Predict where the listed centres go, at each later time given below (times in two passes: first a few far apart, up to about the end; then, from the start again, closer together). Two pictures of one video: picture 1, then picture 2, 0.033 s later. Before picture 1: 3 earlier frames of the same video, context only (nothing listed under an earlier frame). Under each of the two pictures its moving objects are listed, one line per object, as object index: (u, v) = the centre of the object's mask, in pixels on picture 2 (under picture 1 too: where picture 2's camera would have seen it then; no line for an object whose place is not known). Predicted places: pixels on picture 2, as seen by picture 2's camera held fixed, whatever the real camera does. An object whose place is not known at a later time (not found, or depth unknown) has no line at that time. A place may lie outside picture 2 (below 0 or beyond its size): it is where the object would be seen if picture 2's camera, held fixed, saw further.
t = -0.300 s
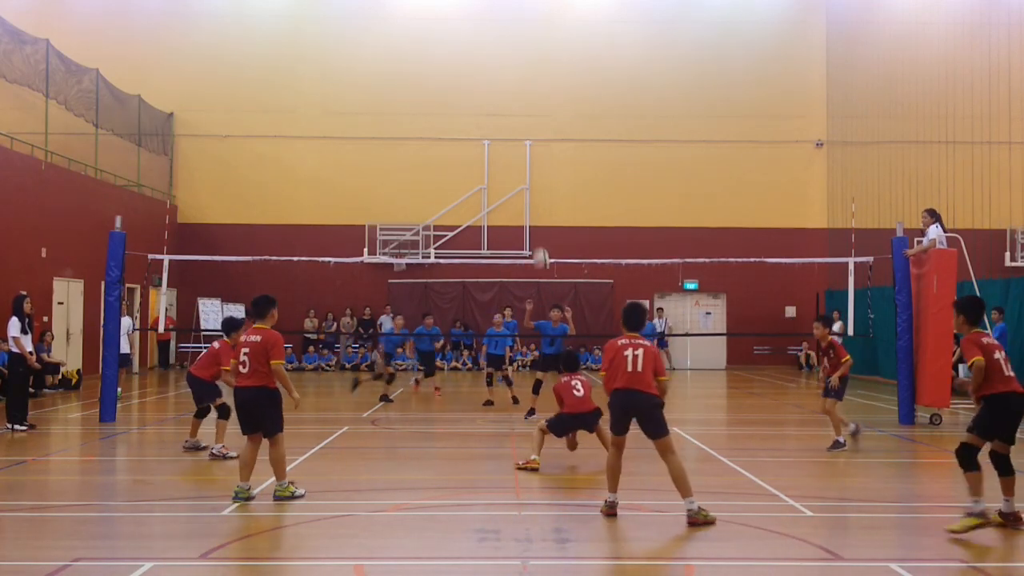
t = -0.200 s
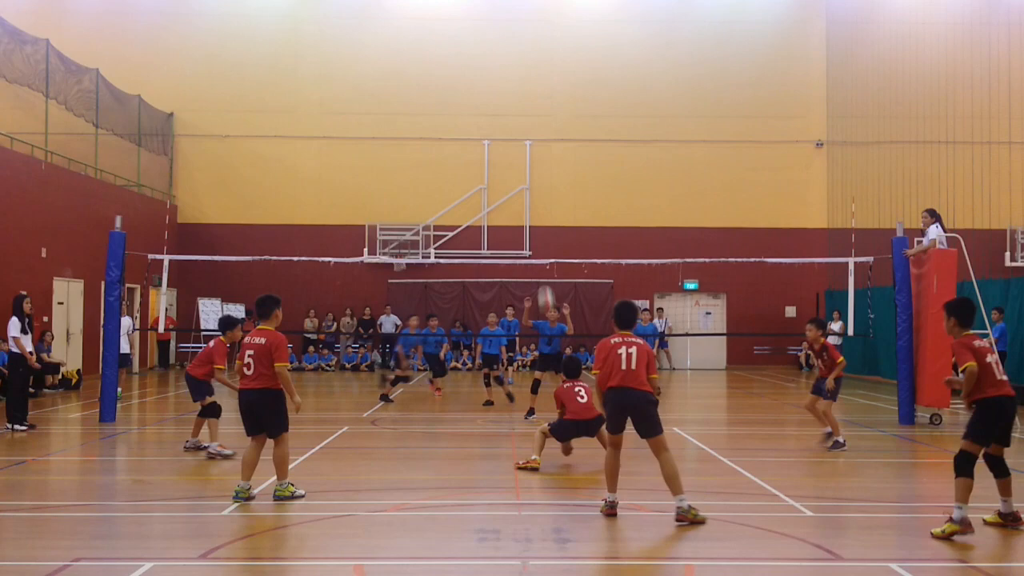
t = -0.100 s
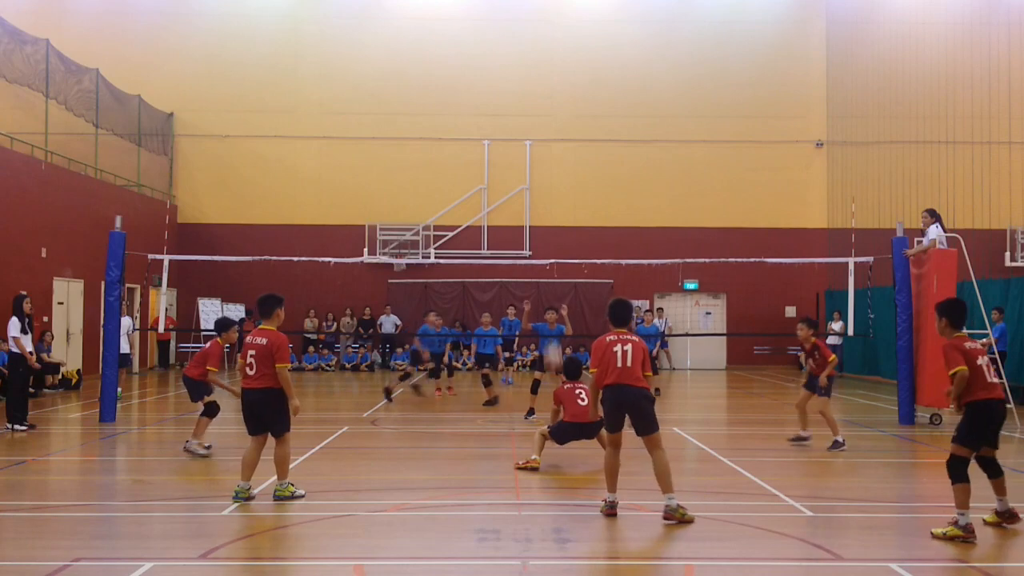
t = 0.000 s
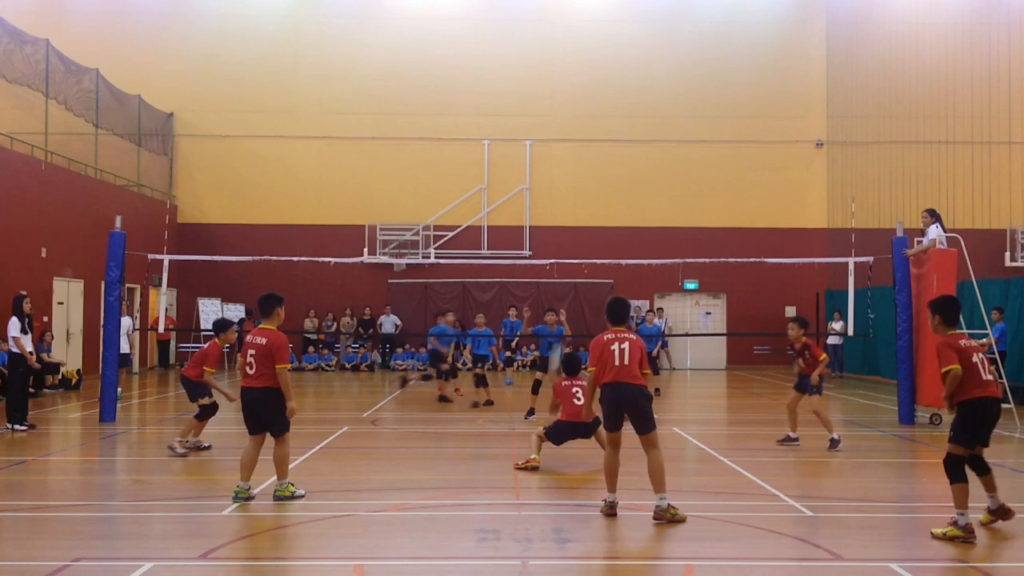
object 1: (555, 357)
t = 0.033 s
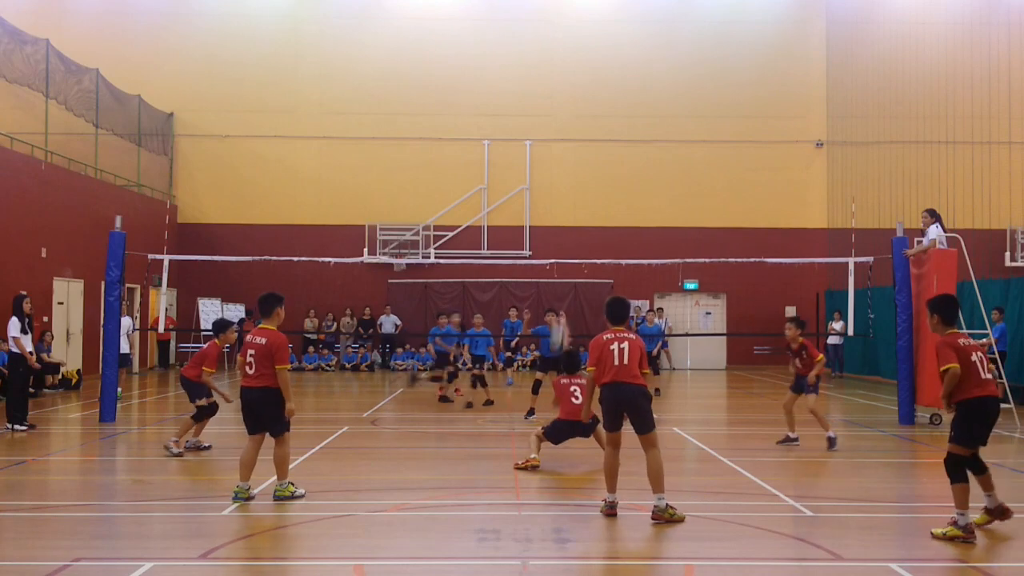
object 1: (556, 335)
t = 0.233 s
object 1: (568, 206)
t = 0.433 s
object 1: (574, 125)
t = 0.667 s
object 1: (580, 81)
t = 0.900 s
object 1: (586, 84)
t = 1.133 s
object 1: (592, 129)
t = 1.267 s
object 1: (595, 173)
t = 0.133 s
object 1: (564, 264)
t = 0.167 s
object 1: (565, 243)
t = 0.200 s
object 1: (566, 226)
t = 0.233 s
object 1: (568, 206)
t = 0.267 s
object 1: (568, 189)
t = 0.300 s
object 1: (569, 174)
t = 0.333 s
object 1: (571, 160)
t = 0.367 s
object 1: (571, 147)
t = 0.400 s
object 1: (573, 136)
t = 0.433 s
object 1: (574, 125)
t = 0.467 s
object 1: (575, 114)
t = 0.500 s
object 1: (576, 108)
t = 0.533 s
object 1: (576, 100)
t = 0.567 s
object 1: (578, 93)
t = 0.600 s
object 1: (579, 88)
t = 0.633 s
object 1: (579, 84)
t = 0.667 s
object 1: (580, 81)
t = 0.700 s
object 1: (581, 78)
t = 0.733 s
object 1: (583, 76)
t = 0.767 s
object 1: (583, 77)
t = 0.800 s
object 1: (584, 77)
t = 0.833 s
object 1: (585, 79)
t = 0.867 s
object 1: (585, 80)
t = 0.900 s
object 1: (586, 84)
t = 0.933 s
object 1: (588, 88)
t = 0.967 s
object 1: (588, 93)
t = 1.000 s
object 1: (589, 99)
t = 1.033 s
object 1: (589, 106)
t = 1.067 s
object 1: (591, 113)
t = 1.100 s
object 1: (591, 120)
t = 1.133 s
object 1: (592, 129)
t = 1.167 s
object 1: (593, 139)
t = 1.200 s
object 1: (594, 150)
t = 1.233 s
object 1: (594, 160)
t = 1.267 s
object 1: (595, 173)
